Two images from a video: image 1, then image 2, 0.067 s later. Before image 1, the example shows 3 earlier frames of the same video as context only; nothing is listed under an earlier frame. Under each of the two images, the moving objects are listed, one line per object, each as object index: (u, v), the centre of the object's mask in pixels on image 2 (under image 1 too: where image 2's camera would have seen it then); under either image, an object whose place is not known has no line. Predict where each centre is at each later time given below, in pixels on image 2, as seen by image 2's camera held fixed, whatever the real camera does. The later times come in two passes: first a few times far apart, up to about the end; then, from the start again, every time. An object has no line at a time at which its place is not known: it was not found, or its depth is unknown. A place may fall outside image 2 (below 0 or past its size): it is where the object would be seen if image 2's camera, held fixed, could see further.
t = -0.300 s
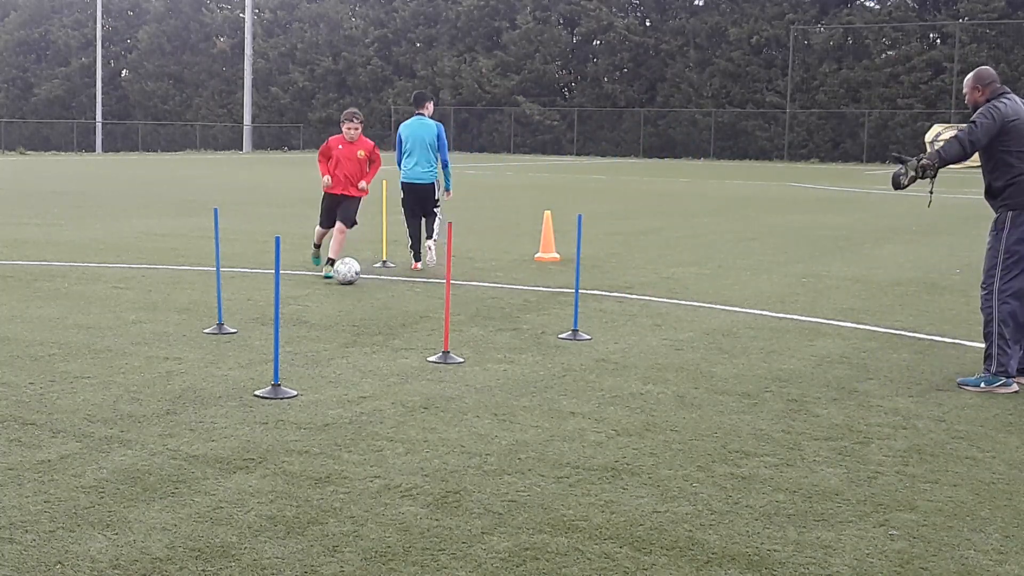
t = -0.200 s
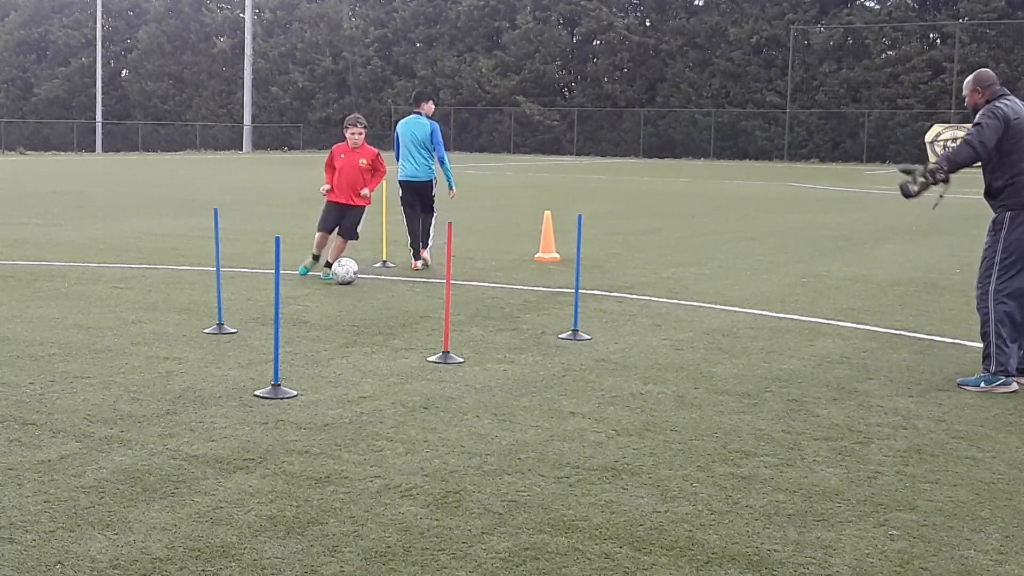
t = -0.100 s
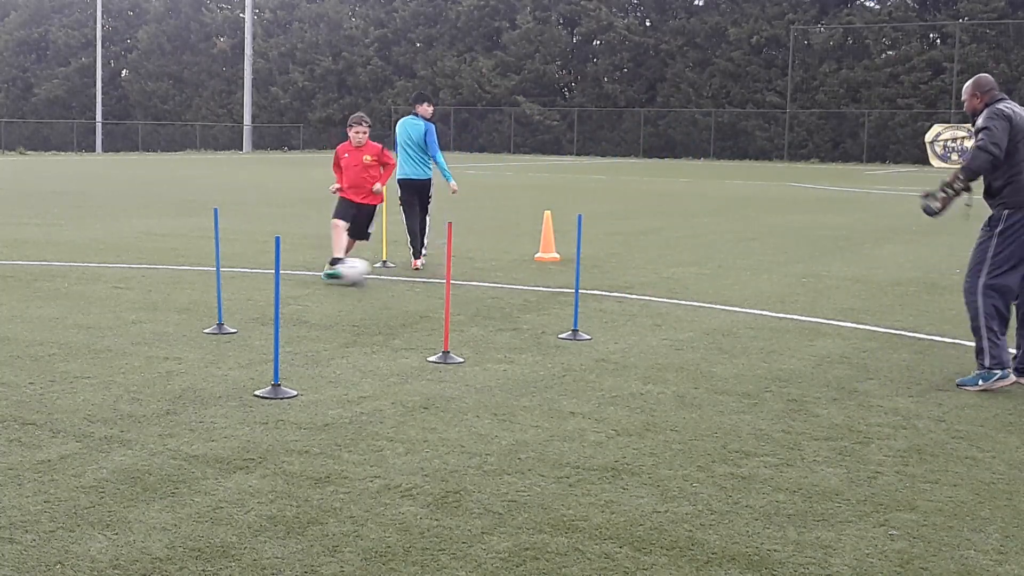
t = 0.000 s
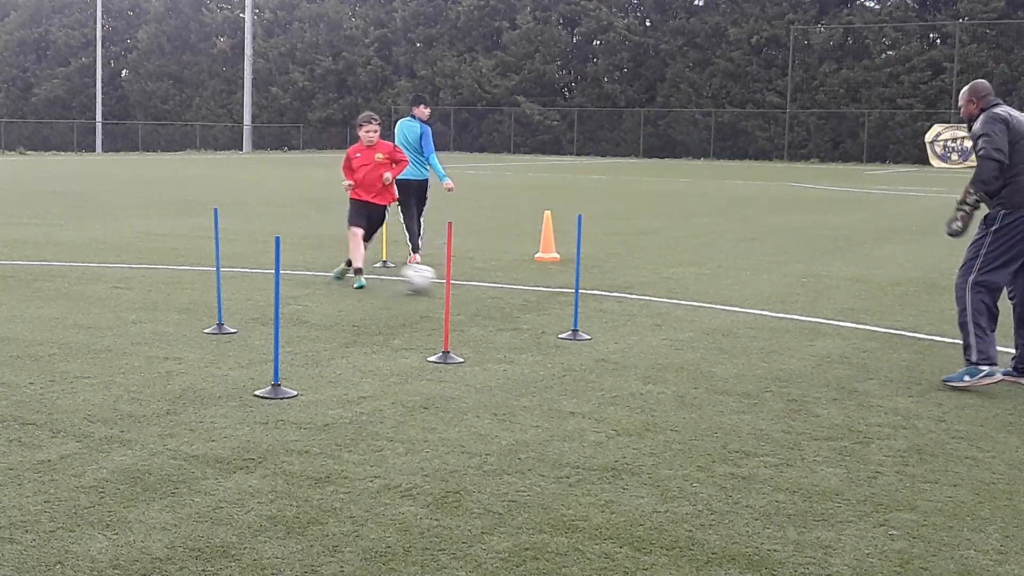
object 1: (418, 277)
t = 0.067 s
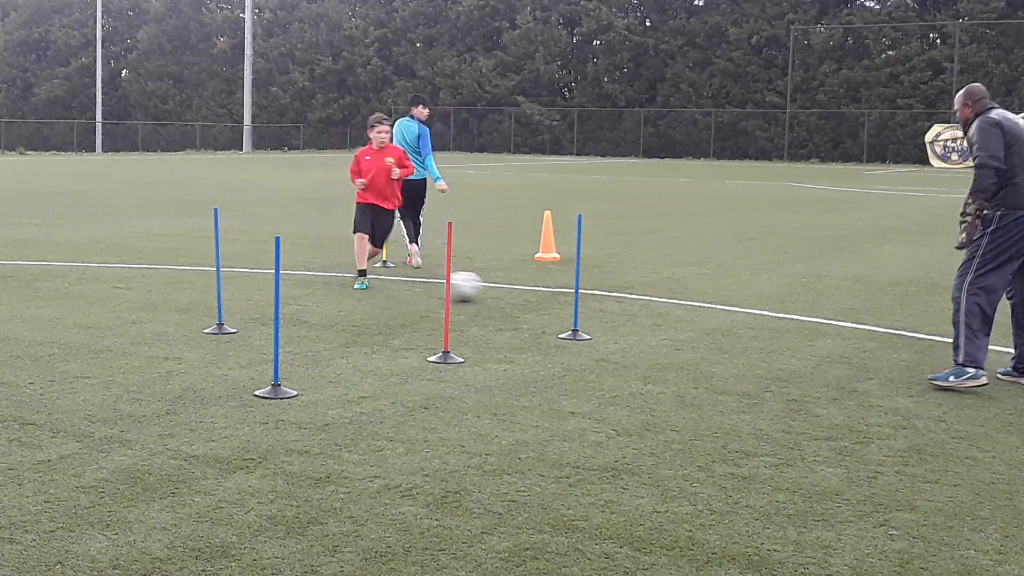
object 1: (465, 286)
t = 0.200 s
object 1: (556, 298)
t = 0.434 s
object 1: (729, 323)
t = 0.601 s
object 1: (859, 343)
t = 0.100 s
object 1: (485, 289)
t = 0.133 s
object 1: (509, 292)
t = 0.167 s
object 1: (532, 295)
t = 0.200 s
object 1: (556, 298)
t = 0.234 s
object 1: (581, 301)
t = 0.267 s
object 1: (605, 305)
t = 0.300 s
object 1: (628, 308)
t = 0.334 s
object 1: (654, 312)
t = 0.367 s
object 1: (679, 316)
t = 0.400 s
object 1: (704, 320)
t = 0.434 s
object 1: (729, 323)
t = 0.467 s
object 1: (755, 326)
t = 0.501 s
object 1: (781, 331)
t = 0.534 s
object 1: (806, 335)
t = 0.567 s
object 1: (833, 339)
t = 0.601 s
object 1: (859, 343)
